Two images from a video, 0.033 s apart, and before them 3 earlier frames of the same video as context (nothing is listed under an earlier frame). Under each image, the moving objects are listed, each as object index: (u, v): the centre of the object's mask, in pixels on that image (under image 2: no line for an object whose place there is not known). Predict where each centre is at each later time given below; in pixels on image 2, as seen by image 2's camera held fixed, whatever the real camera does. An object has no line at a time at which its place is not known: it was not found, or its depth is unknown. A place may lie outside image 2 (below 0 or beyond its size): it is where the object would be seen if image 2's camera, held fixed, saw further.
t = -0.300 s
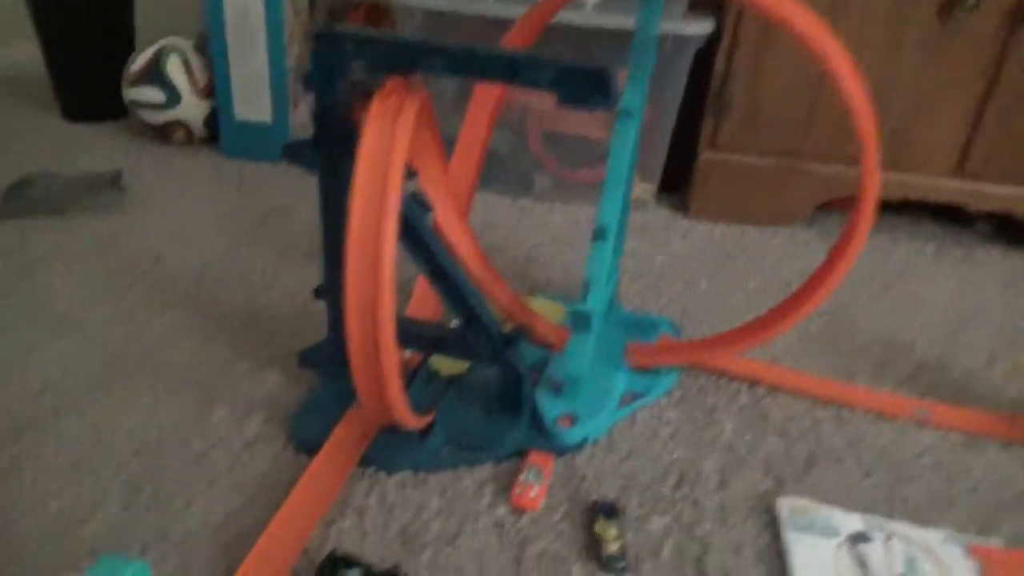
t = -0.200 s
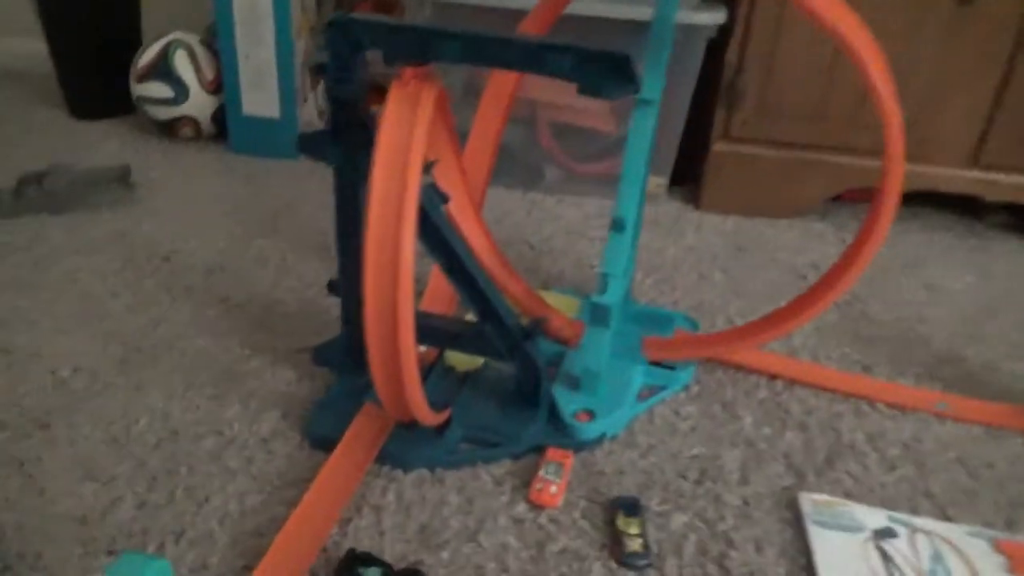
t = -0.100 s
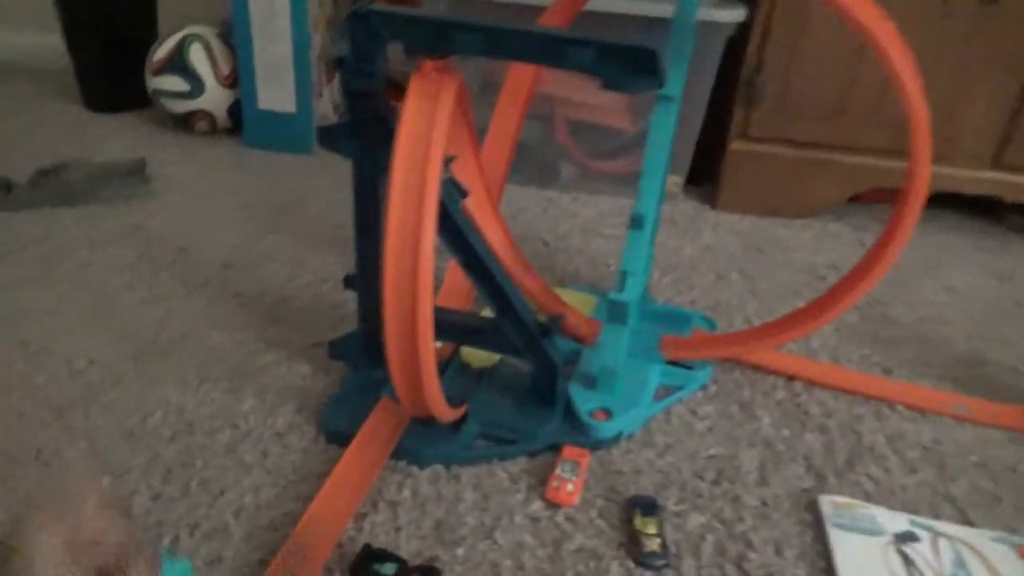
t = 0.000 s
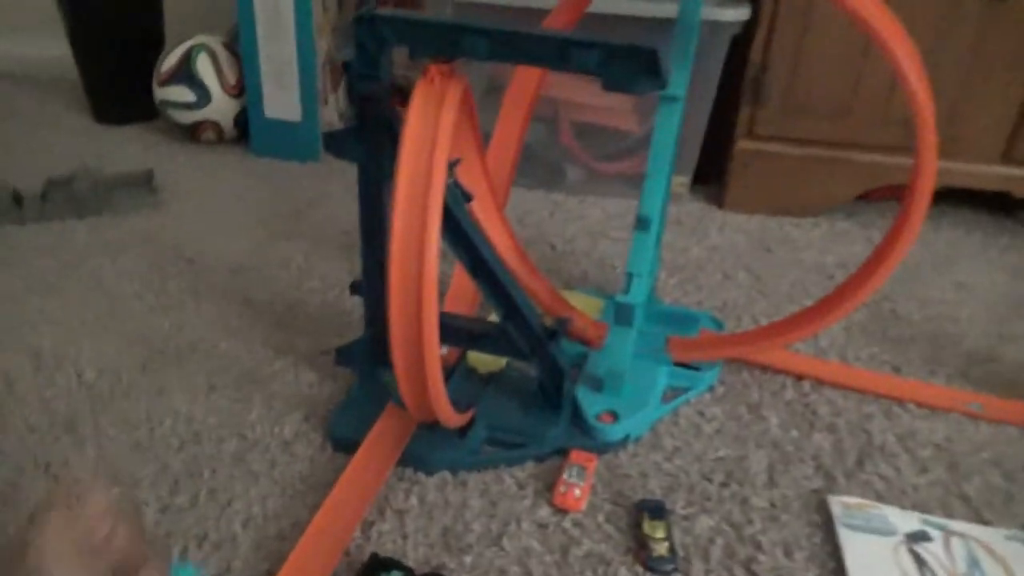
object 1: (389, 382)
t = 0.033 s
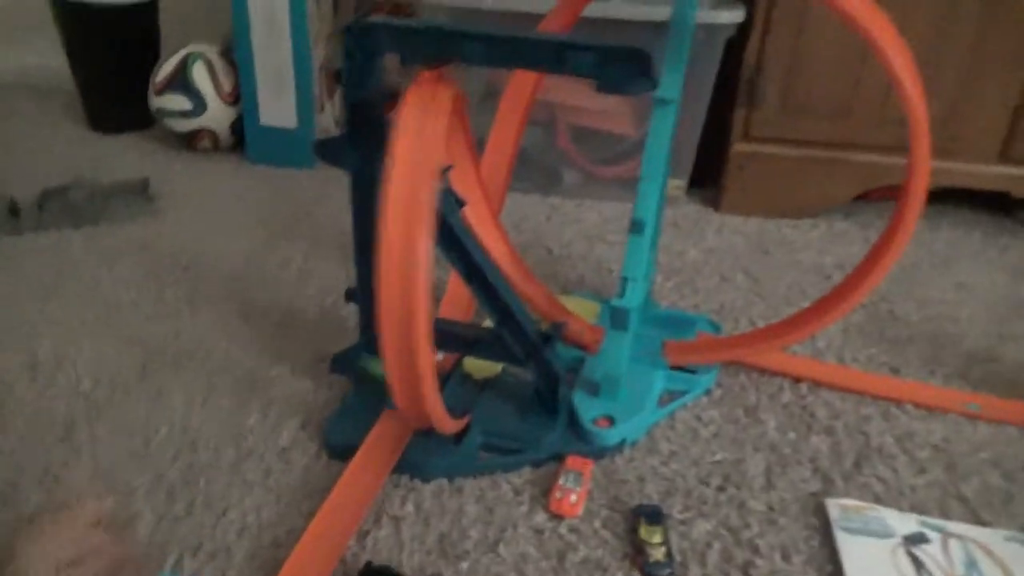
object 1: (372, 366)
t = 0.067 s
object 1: (371, 365)
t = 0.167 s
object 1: (376, 423)
